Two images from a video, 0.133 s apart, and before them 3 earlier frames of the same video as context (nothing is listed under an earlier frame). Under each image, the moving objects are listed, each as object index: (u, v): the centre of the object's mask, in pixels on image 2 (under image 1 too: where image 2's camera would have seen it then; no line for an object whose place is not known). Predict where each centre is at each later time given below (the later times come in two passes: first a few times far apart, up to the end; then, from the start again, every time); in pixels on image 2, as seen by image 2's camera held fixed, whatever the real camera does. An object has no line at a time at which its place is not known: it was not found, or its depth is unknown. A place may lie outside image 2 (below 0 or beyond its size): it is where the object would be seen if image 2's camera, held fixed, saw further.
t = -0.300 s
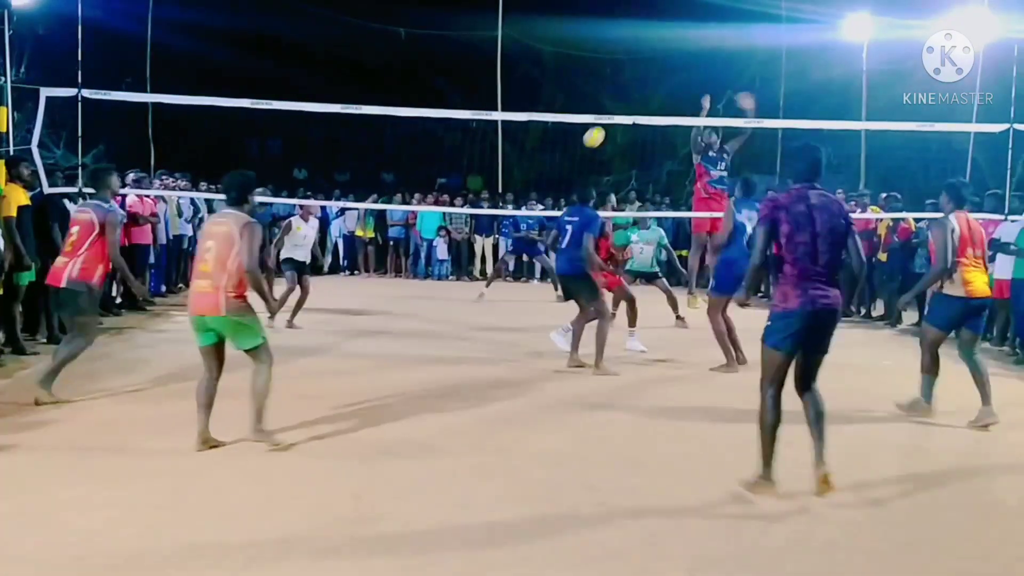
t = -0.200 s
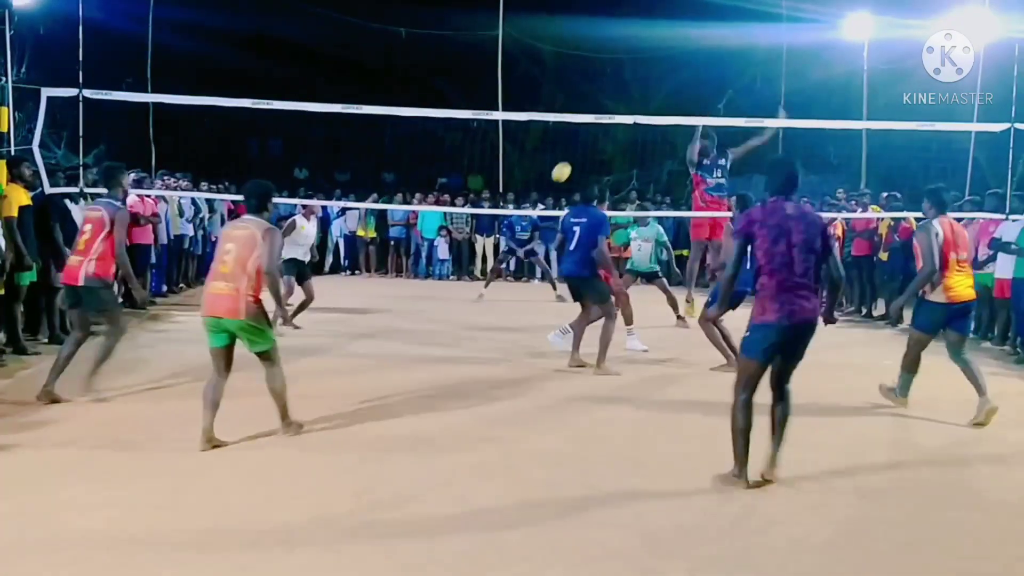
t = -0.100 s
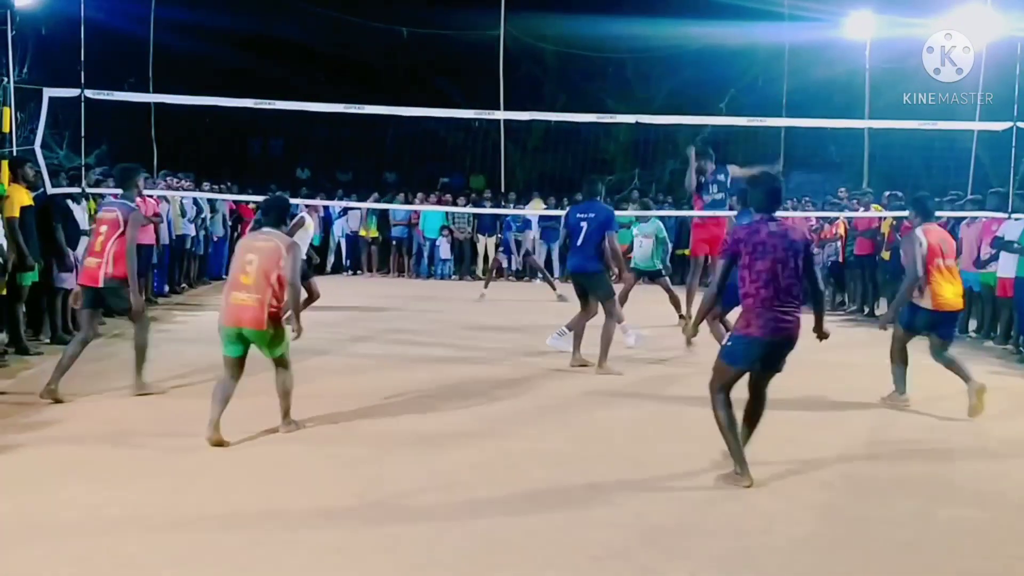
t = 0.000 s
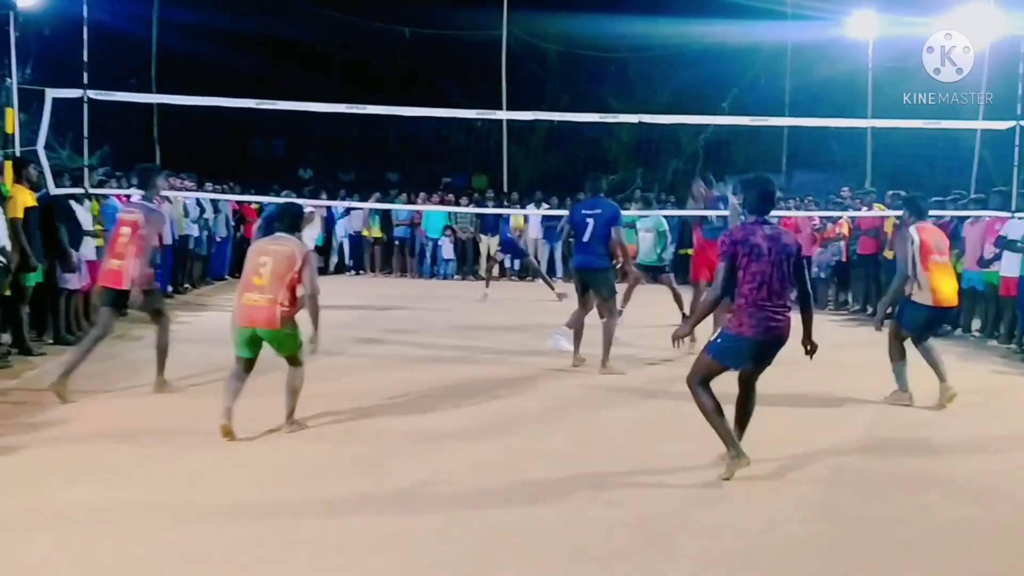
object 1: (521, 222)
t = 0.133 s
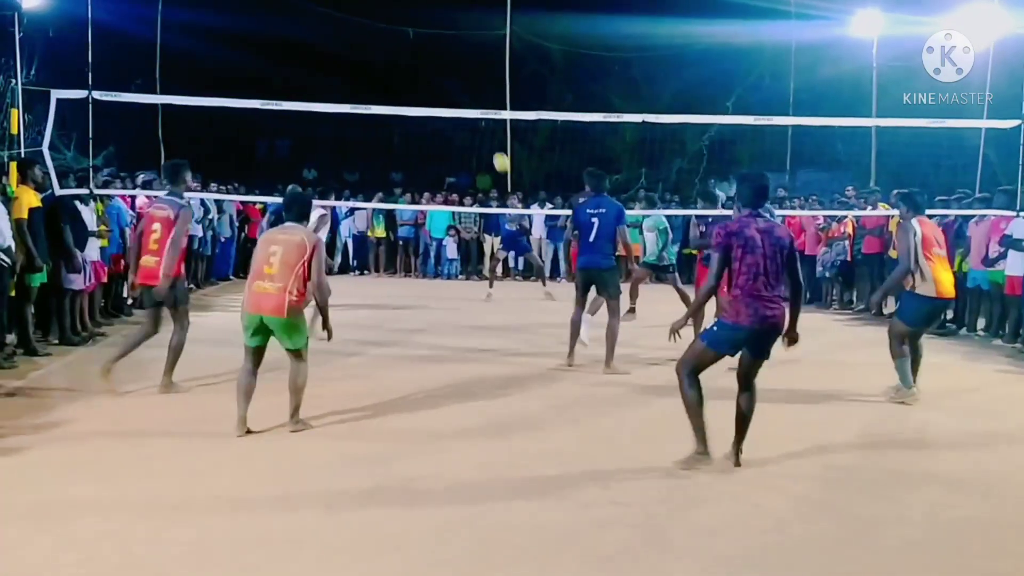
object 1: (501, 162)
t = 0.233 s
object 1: (486, 127)
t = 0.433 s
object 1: (453, 70)
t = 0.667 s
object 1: (410, 38)
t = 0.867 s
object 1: (371, 43)
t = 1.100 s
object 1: (323, 91)
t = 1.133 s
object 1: (317, 97)
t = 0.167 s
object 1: (496, 150)
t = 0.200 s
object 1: (491, 138)
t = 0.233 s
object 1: (486, 127)
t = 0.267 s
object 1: (481, 115)
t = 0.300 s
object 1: (475, 103)
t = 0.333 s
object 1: (470, 95)
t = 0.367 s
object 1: (464, 86)
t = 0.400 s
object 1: (459, 77)
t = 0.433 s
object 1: (453, 70)
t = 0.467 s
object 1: (447, 62)
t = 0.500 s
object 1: (441, 57)
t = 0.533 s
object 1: (435, 51)
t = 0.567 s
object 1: (429, 47)
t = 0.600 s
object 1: (423, 43)
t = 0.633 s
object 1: (417, 40)
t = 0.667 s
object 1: (410, 38)
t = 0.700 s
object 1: (404, 36)
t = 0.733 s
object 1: (398, 36)
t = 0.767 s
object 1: (391, 37)
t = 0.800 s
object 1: (385, 38)
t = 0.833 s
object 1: (378, 40)
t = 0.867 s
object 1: (371, 43)
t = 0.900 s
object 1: (365, 48)
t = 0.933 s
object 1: (358, 52)
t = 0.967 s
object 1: (351, 58)
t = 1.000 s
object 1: (344, 65)
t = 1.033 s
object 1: (337, 72)
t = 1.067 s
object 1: (330, 81)
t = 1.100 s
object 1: (323, 91)
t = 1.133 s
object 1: (317, 97)
